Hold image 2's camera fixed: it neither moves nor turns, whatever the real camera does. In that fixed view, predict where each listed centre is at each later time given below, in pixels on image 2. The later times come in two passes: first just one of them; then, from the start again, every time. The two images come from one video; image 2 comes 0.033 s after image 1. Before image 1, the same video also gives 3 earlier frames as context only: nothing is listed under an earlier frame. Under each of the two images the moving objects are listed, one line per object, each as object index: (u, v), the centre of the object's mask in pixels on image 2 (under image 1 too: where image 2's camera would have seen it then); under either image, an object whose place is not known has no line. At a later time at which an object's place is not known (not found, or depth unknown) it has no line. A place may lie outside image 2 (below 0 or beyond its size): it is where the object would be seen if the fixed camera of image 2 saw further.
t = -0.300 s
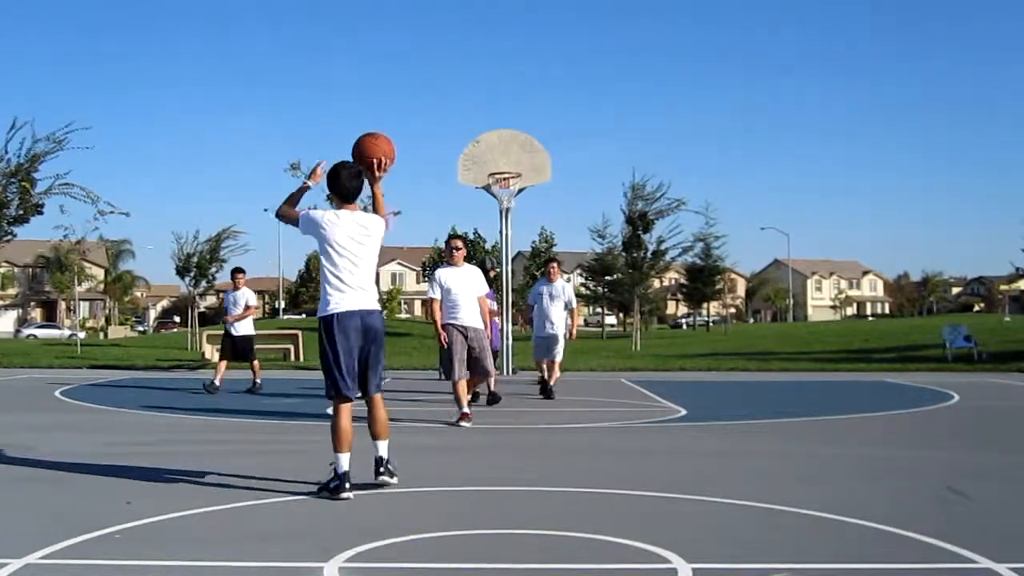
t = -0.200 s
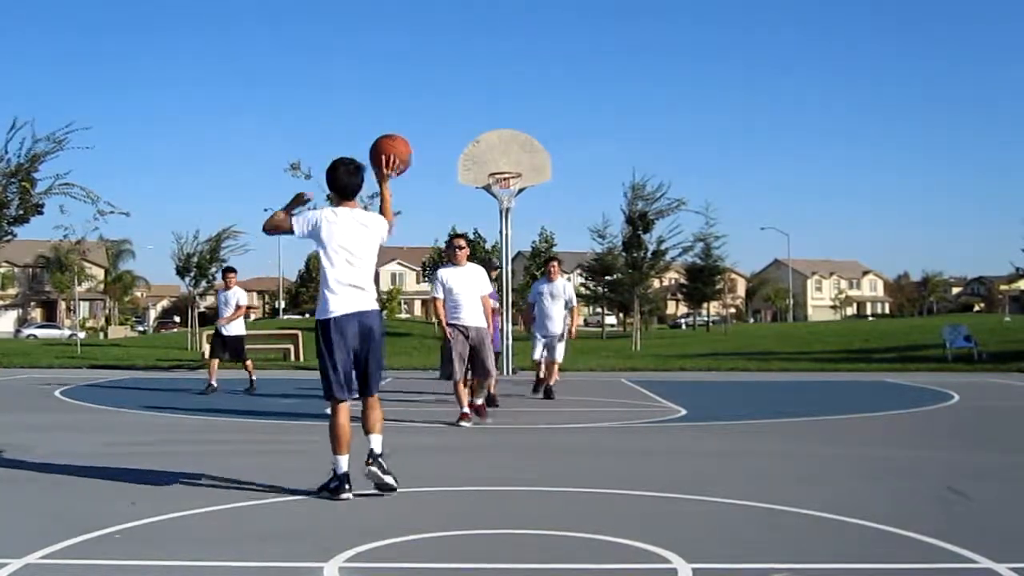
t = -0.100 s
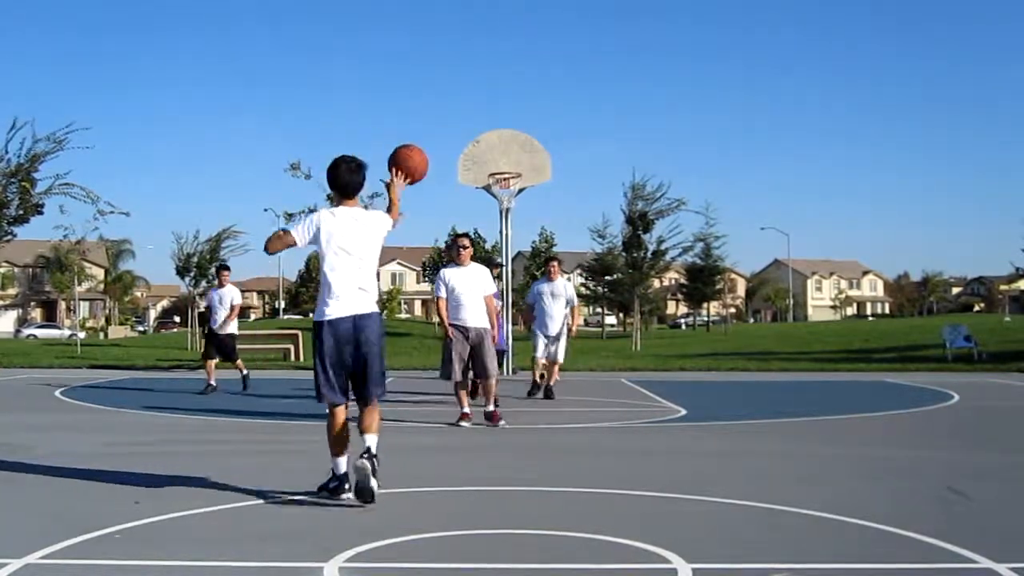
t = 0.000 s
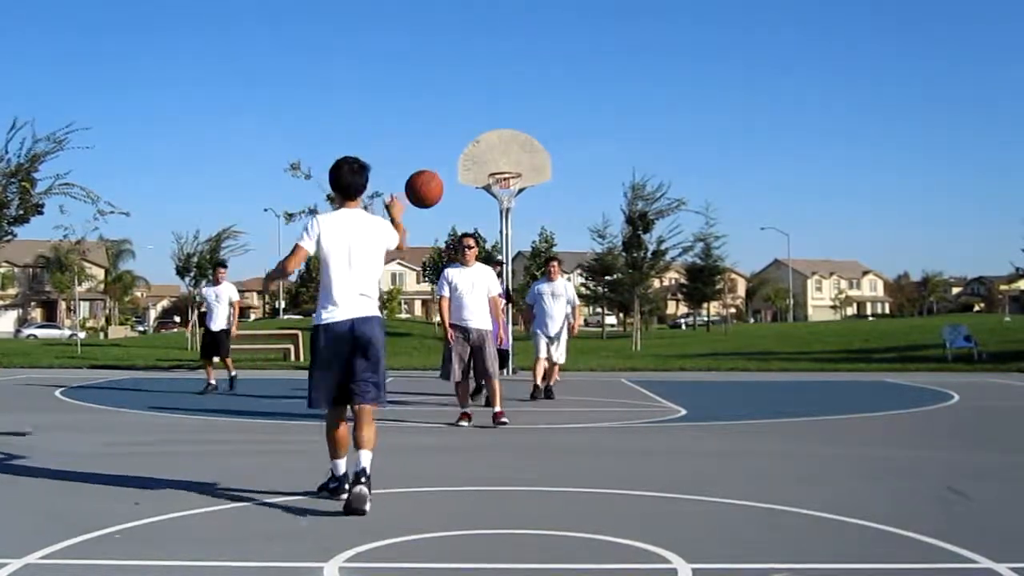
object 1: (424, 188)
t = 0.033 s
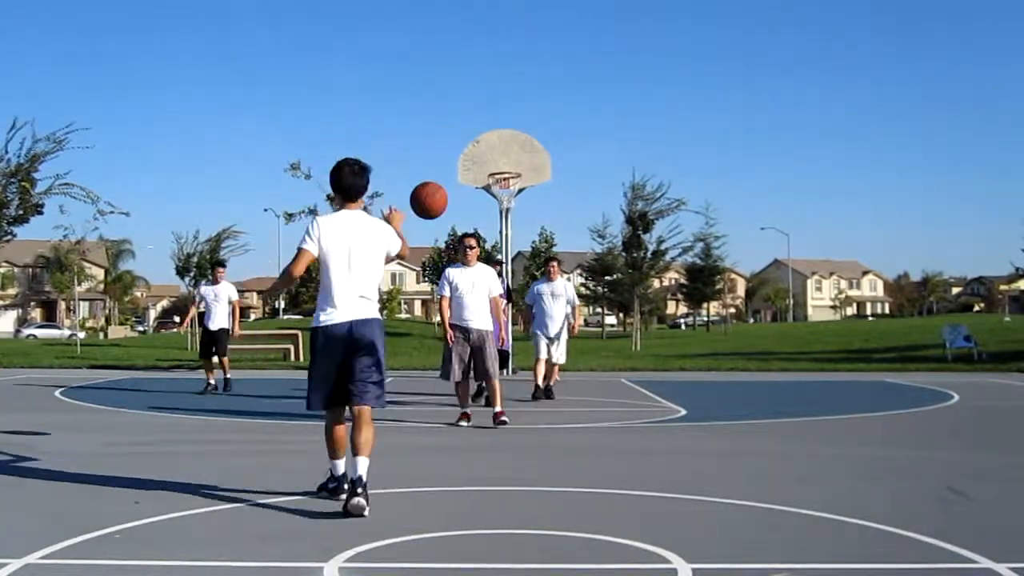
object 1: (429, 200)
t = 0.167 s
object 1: (448, 257)
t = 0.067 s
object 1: (433, 212)
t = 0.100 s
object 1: (438, 226)
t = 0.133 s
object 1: (442, 240)
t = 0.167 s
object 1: (448, 257)
